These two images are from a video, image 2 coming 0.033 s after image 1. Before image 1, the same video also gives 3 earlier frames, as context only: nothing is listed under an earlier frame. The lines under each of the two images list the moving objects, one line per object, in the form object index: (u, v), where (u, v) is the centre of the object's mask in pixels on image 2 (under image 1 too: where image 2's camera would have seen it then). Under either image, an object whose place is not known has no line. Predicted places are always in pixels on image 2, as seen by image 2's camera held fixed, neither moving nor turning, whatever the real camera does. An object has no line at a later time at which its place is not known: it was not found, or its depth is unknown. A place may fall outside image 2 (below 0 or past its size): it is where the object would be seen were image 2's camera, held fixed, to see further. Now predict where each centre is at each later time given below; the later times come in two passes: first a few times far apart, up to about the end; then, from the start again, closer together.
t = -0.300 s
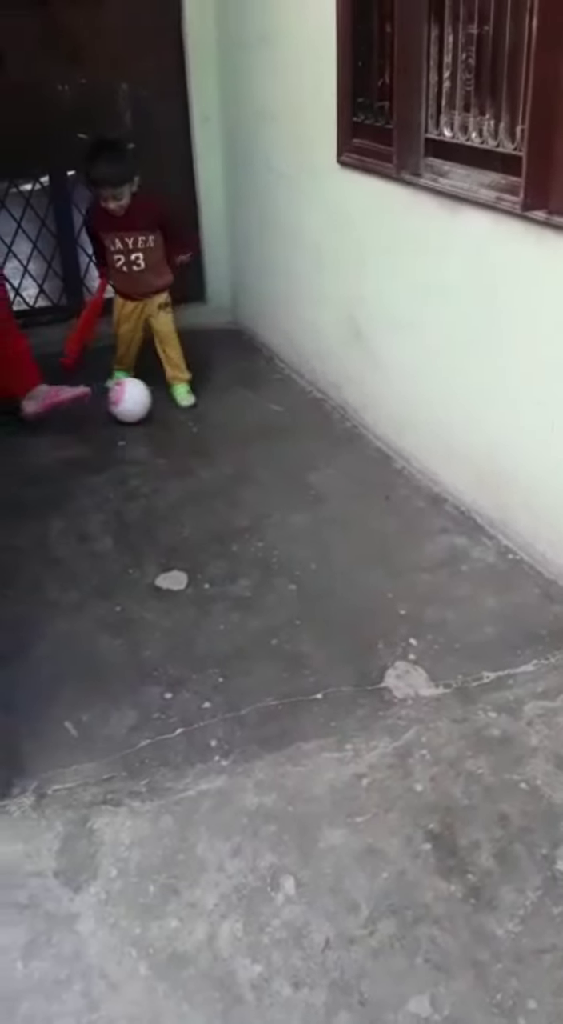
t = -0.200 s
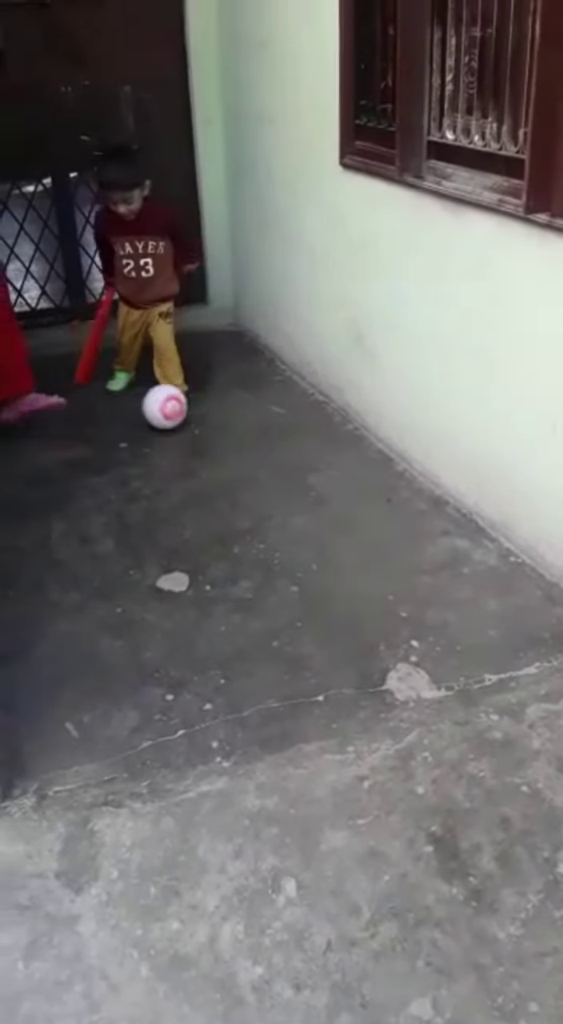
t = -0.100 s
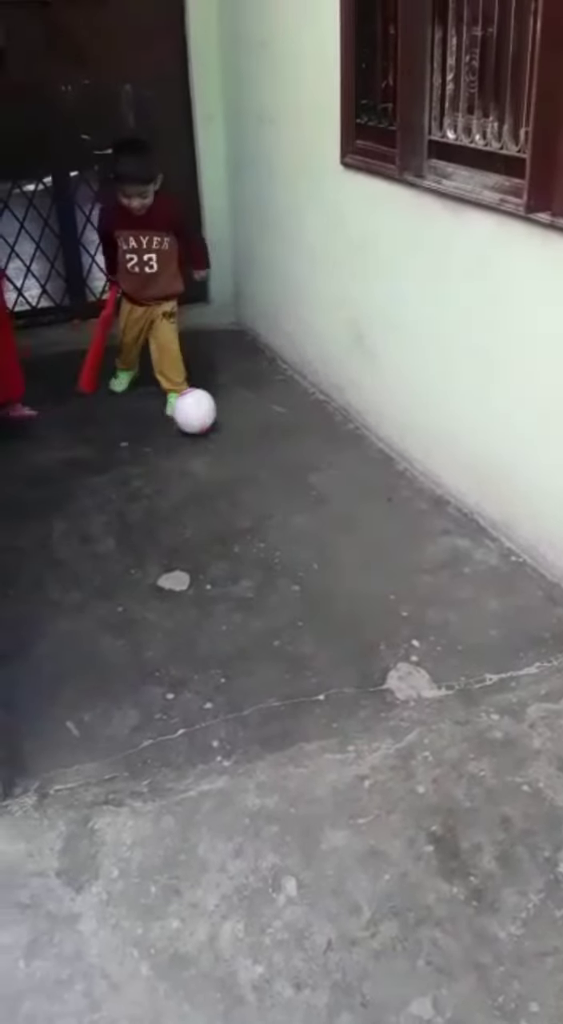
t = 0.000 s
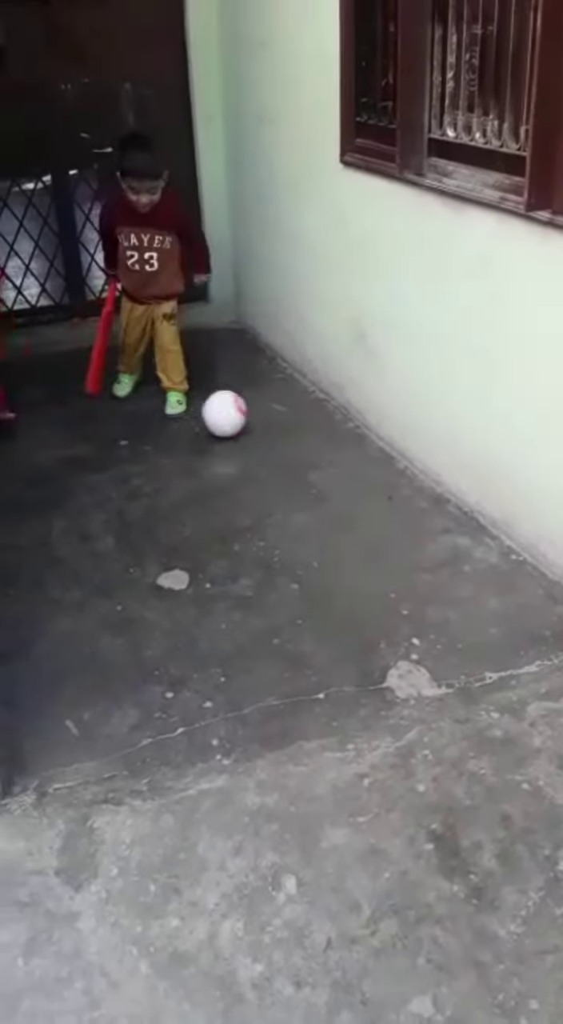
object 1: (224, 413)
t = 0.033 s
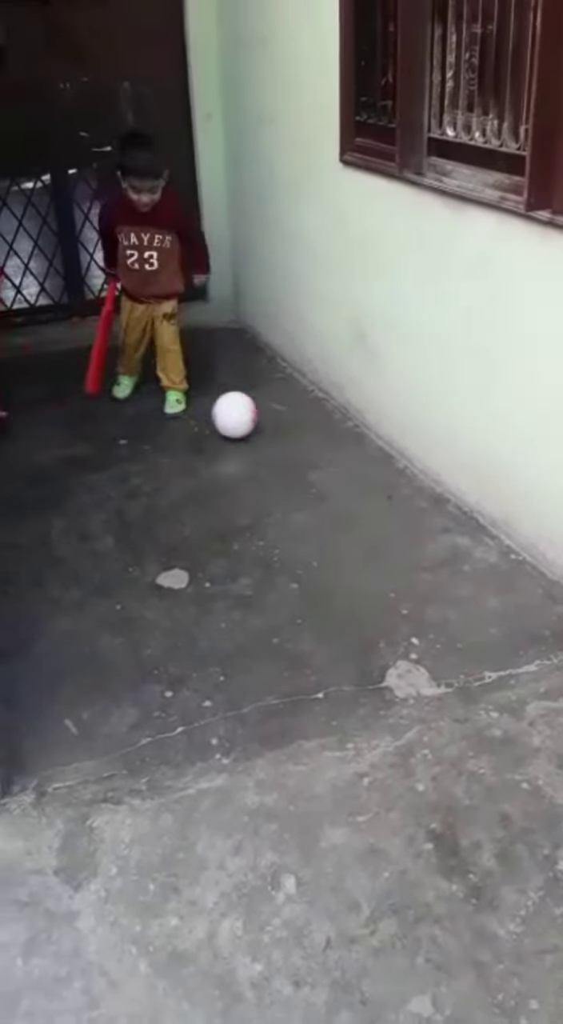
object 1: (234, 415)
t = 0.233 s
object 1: (294, 421)
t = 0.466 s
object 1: (364, 427)
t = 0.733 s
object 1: (347, 445)
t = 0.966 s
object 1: (332, 459)
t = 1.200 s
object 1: (314, 473)
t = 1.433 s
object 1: (291, 484)
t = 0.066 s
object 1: (245, 415)
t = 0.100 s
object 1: (255, 416)
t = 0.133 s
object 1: (265, 418)
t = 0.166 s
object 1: (275, 418)
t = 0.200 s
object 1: (284, 420)
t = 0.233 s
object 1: (294, 421)
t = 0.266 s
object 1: (304, 421)
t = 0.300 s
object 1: (314, 422)
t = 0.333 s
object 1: (324, 423)
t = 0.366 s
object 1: (334, 424)
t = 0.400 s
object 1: (345, 426)
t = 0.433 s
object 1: (355, 426)
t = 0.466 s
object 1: (364, 427)
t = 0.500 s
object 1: (362, 429)
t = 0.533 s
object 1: (357, 433)
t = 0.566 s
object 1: (355, 433)
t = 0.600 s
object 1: (354, 437)
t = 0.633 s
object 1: (352, 438)
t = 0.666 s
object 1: (351, 440)
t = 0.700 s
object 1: (349, 442)
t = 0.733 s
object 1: (347, 445)
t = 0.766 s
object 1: (345, 447)
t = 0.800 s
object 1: (343, 449)
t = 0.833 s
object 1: (341, 452)
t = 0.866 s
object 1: (339, 453)
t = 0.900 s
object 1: (336, 455)
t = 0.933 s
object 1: (333, 457)
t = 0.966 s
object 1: (332, 459)
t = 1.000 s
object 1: (329, 461)
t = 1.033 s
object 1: (326, 464)
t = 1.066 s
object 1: (324, 466)
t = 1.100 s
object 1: (322, 468)
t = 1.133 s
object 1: (319, 469)
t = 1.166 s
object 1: (317, 471)
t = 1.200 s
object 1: (314, 473)
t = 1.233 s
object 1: (311, 475)
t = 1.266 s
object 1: (308, 476)
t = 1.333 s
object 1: (301, 479)
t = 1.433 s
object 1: (291, 484)
